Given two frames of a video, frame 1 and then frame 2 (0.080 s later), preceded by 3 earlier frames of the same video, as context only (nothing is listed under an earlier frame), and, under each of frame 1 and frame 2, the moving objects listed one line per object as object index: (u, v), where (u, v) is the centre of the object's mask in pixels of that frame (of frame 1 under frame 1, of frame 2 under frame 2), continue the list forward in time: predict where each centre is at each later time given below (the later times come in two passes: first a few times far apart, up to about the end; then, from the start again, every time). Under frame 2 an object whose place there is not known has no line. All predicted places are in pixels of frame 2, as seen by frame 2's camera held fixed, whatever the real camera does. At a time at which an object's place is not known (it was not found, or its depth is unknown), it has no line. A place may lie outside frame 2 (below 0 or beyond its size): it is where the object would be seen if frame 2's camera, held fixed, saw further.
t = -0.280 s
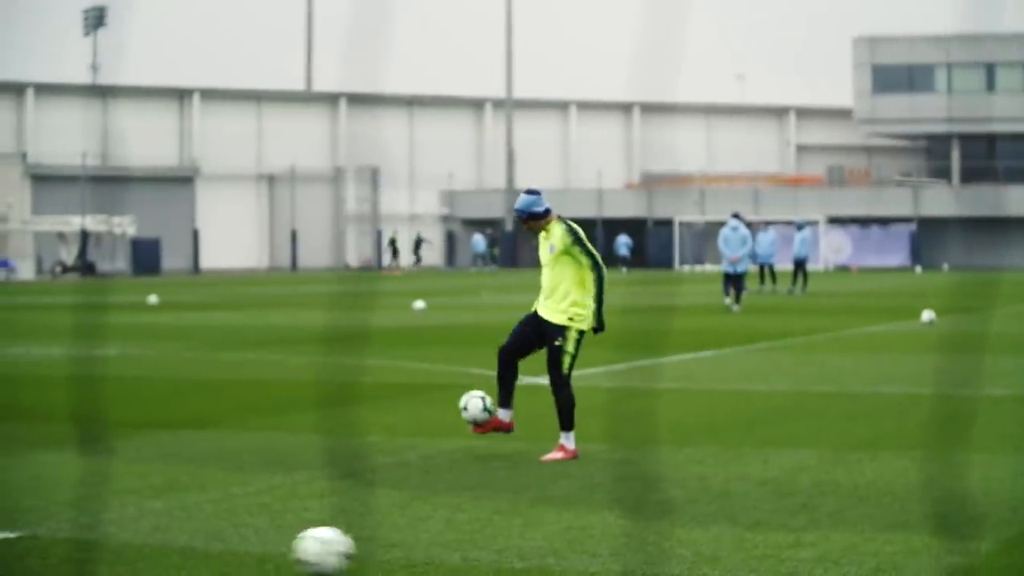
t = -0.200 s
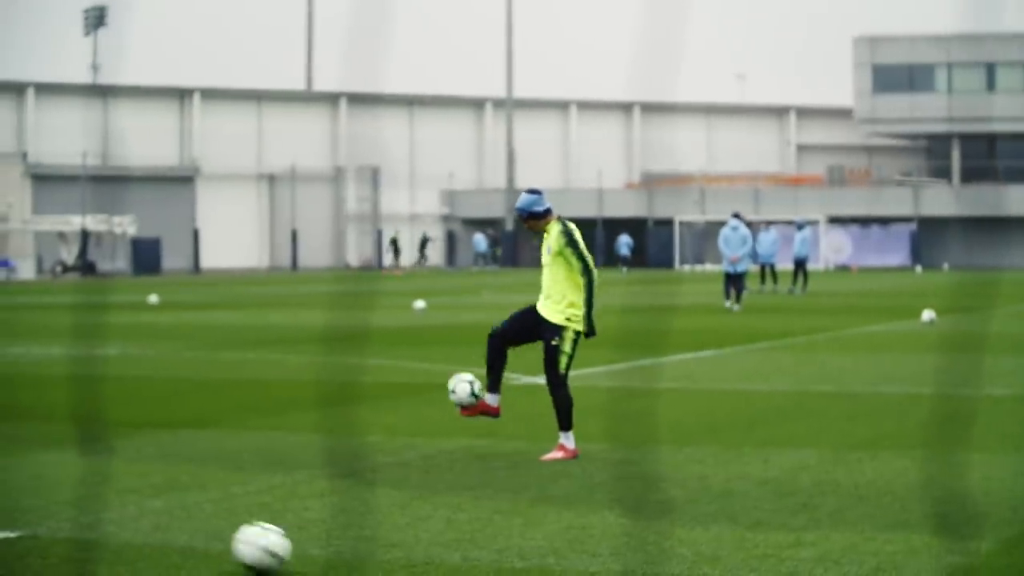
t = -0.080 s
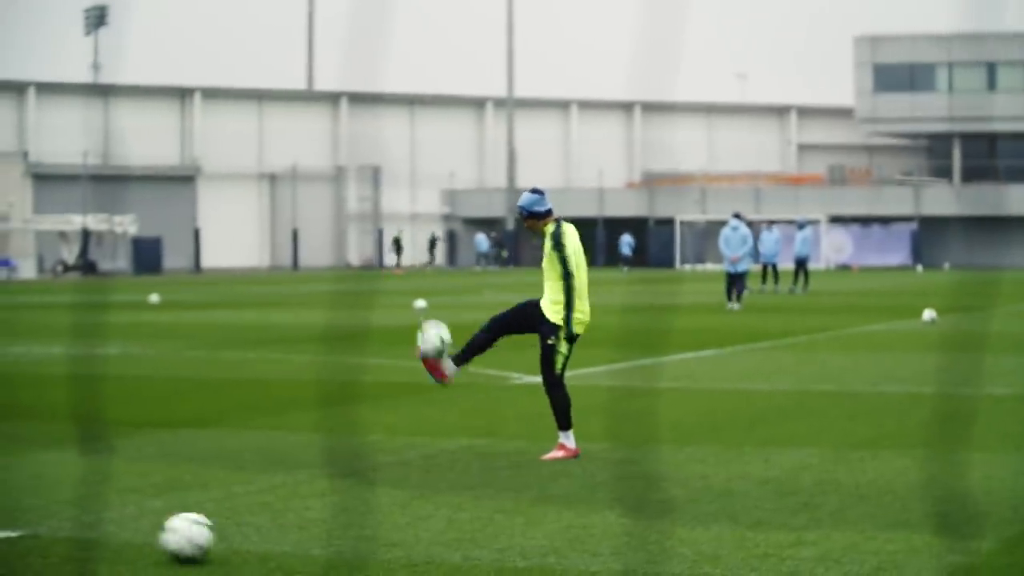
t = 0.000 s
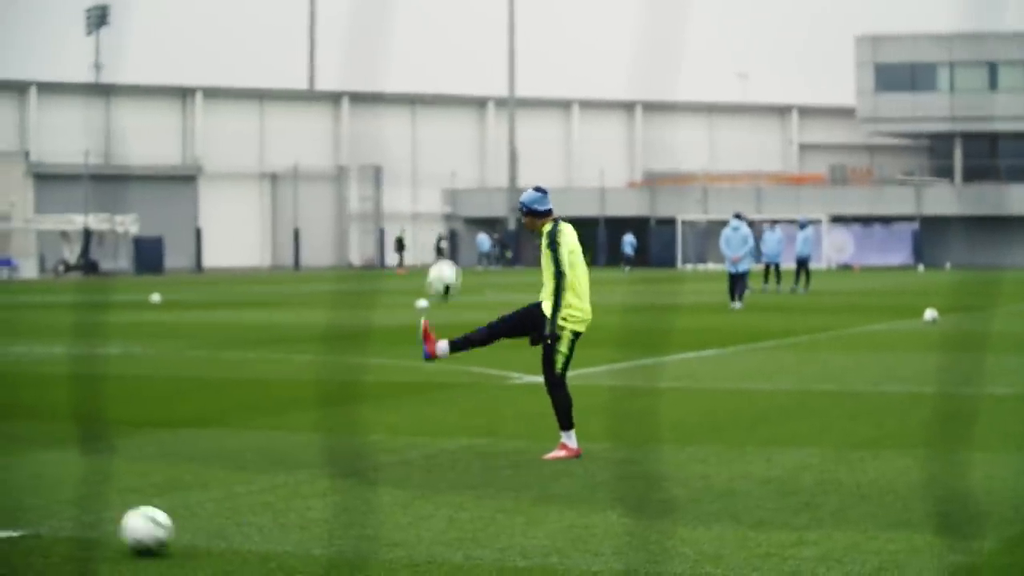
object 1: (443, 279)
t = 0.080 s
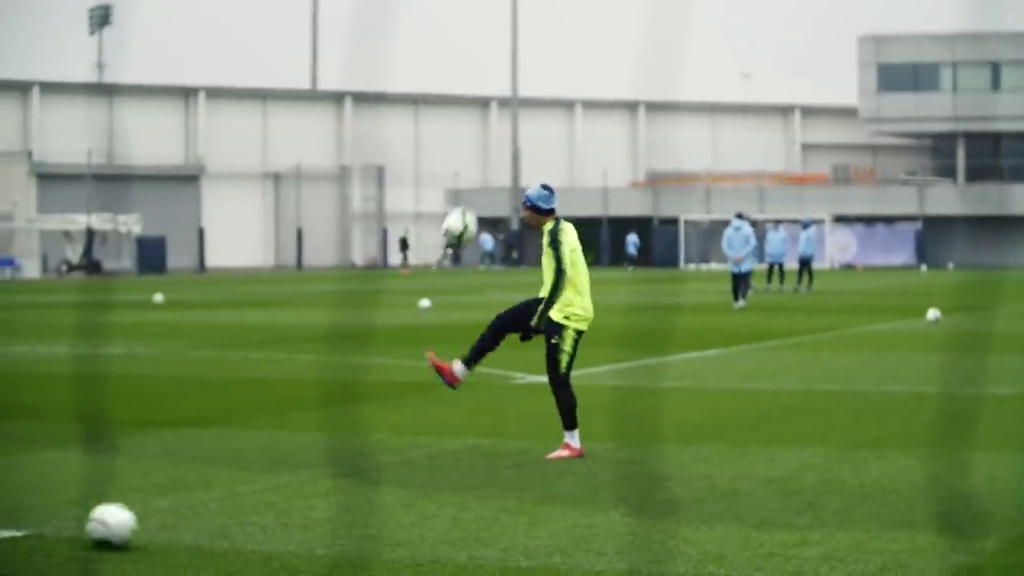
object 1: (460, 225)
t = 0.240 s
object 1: (487, 149)
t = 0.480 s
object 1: (527, 106)
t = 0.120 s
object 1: (465, 203)
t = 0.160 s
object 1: (470, 185)
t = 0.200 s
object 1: (480, 166)
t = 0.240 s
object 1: (487, 149)
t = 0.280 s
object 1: (492, 137)
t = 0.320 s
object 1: (499, 125)
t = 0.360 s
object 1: (507, 116)
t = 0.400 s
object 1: (514, 111)
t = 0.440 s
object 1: (520, 107)
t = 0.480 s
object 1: (527, 106)
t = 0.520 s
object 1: (534, 107)
